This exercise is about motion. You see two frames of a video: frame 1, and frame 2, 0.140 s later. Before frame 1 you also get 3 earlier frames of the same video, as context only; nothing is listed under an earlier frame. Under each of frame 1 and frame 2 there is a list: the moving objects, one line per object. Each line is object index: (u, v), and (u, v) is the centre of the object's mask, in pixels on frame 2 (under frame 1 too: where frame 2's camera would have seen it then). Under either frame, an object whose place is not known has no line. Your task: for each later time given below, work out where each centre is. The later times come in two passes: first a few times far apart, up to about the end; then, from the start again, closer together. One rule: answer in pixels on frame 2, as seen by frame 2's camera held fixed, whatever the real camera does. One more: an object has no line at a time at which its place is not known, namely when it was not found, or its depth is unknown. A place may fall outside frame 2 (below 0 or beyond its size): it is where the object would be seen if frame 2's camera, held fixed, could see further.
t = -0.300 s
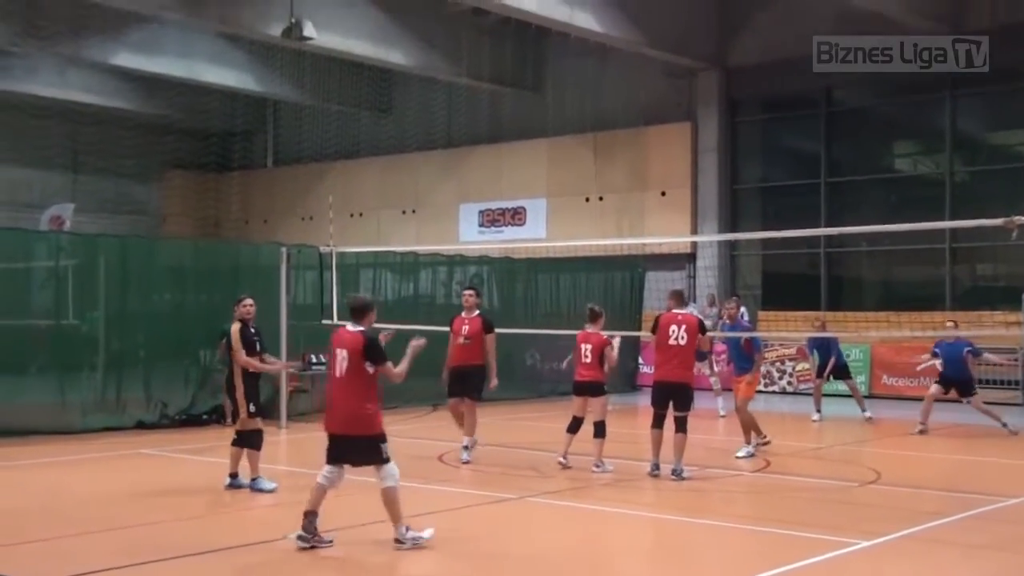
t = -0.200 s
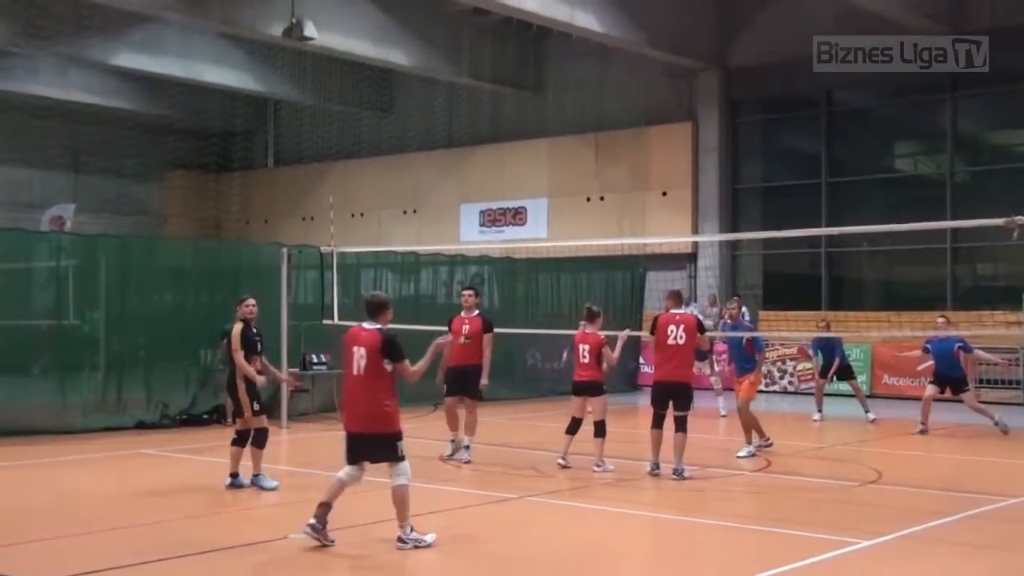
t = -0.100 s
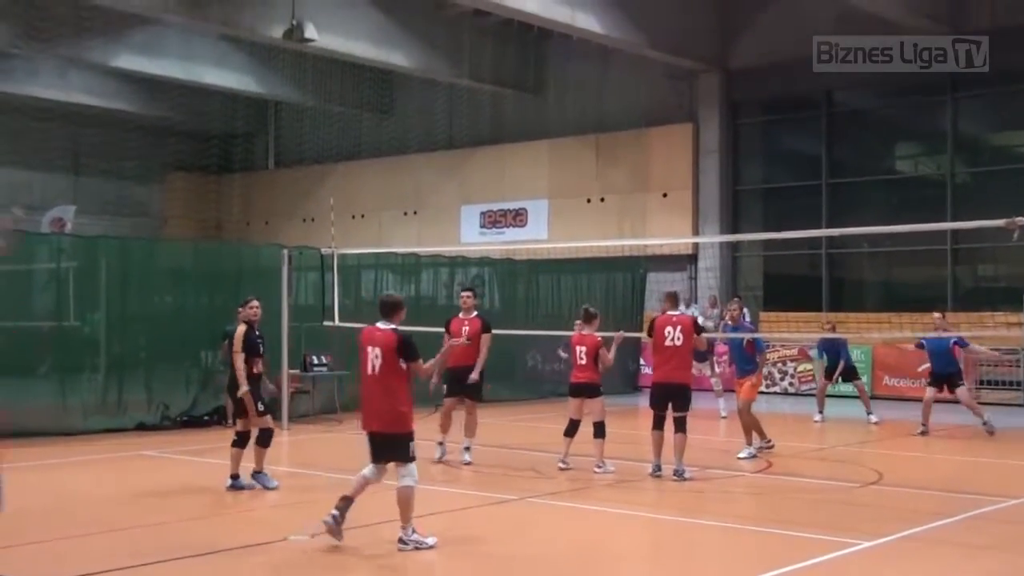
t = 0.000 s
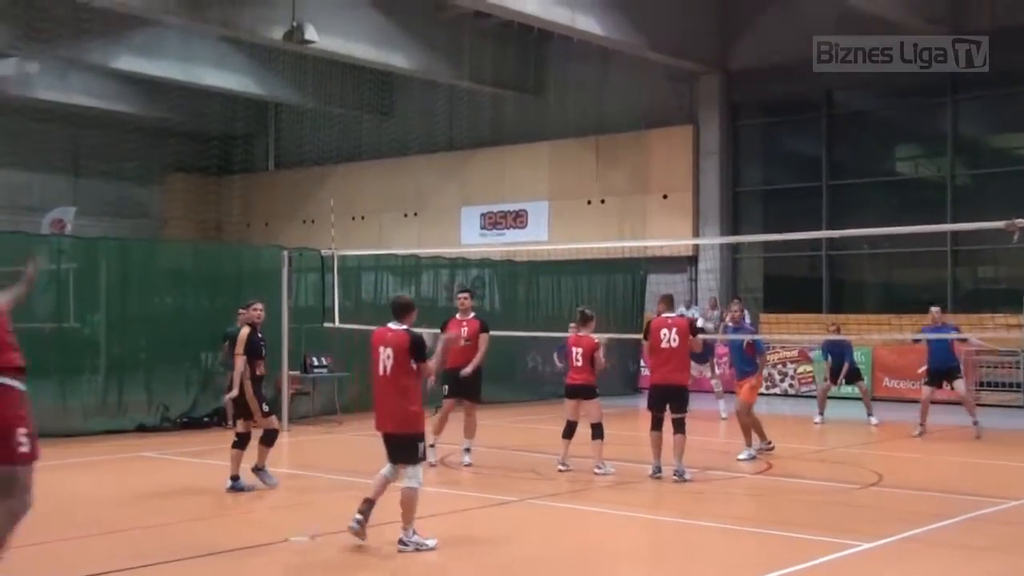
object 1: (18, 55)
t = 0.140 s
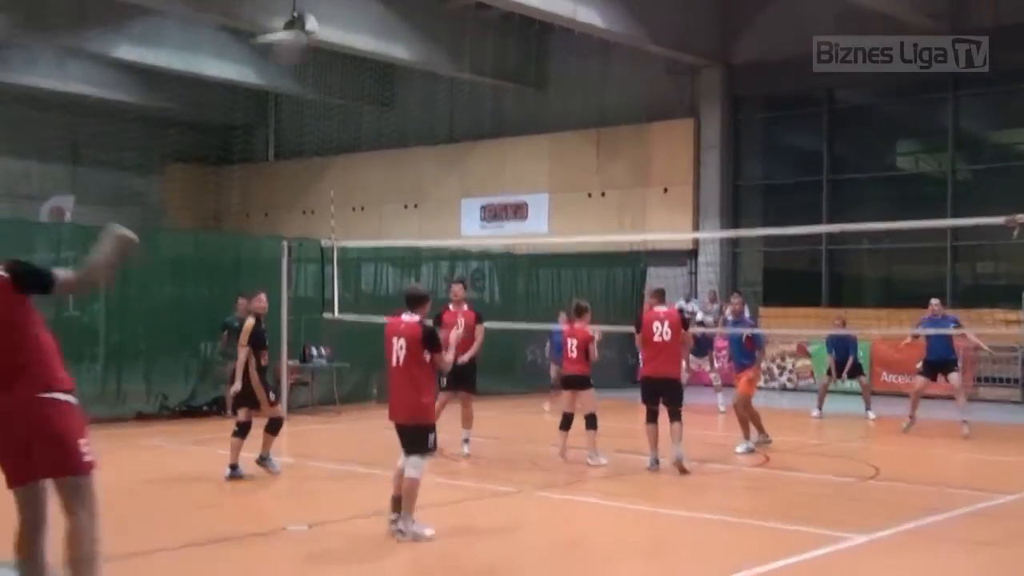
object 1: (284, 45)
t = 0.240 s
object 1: (410, 52)
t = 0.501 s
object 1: (616, 119)
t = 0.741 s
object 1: (730, 208)
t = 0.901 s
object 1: (784, 273)
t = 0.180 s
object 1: (336, 55)
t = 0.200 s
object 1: (359, 59)
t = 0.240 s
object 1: (410, 52)
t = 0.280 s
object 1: (450, 58)
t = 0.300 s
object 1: (471, 62)
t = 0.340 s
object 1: (504, 71)
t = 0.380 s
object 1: (535, 82)
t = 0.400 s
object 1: (551, 87)
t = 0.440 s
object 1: (579, 101)
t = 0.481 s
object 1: (604, 113)
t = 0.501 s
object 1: (616, 119)
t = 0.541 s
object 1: (638, 133)
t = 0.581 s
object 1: (659, 146)
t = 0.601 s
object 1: (669, 155)
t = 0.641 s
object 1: (688, 170)
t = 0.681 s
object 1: (704, 182)
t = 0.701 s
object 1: (713, 190)
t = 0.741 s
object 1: (730, 208)
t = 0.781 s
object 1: (745, 221)
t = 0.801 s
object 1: (751, 226)
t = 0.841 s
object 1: (766, 248)
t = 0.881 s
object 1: (778, 265)
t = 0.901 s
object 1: (784, 273)
